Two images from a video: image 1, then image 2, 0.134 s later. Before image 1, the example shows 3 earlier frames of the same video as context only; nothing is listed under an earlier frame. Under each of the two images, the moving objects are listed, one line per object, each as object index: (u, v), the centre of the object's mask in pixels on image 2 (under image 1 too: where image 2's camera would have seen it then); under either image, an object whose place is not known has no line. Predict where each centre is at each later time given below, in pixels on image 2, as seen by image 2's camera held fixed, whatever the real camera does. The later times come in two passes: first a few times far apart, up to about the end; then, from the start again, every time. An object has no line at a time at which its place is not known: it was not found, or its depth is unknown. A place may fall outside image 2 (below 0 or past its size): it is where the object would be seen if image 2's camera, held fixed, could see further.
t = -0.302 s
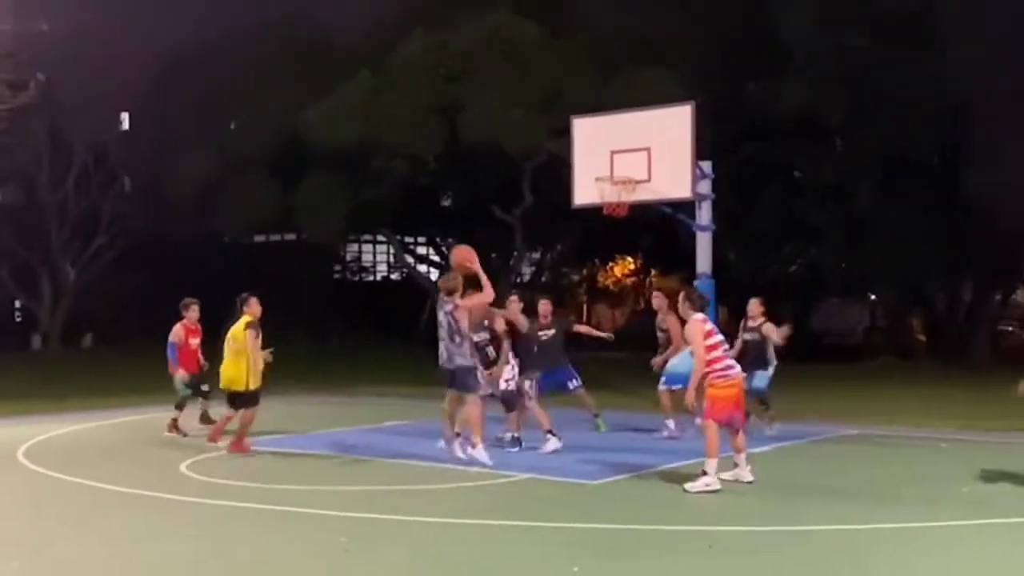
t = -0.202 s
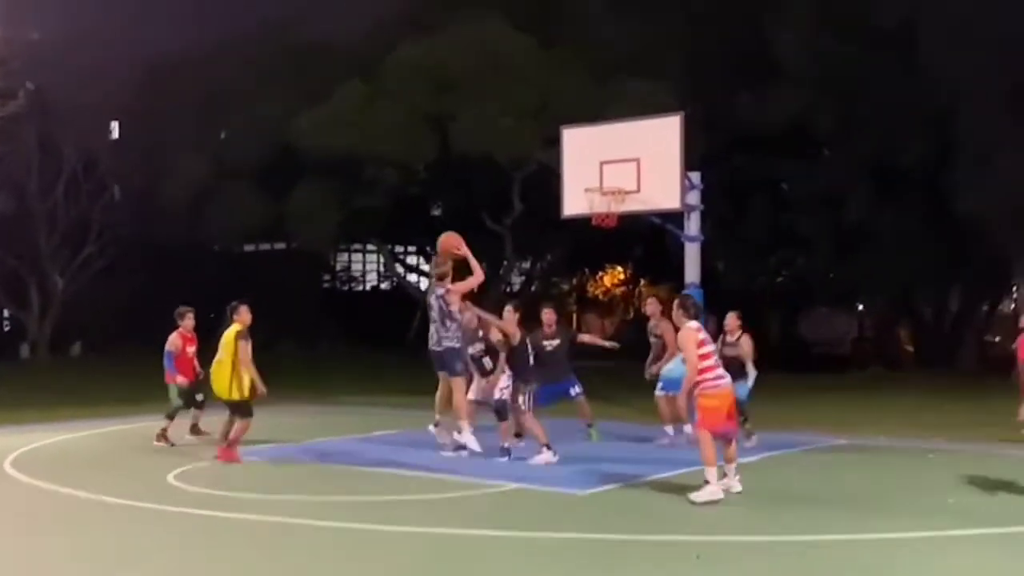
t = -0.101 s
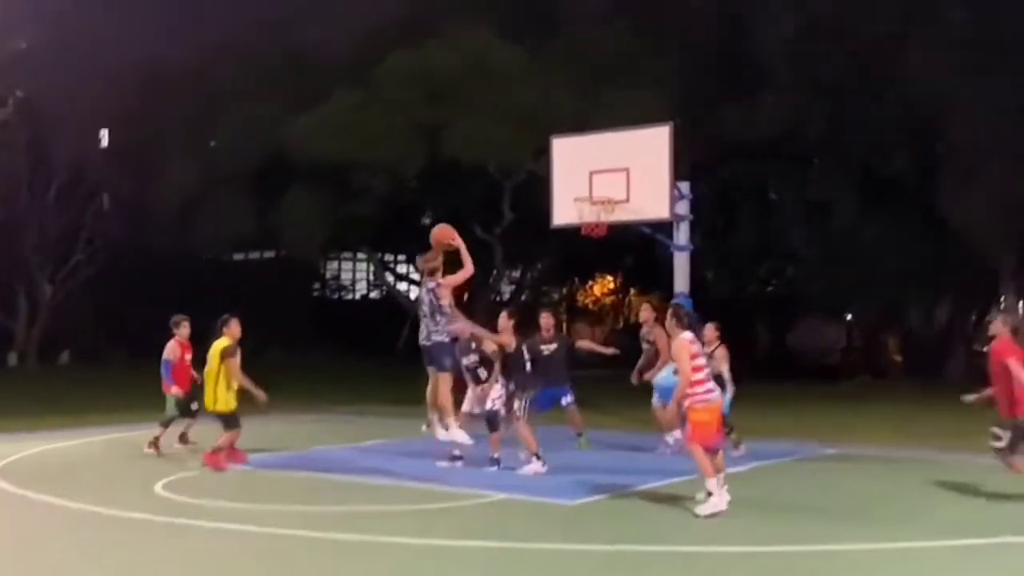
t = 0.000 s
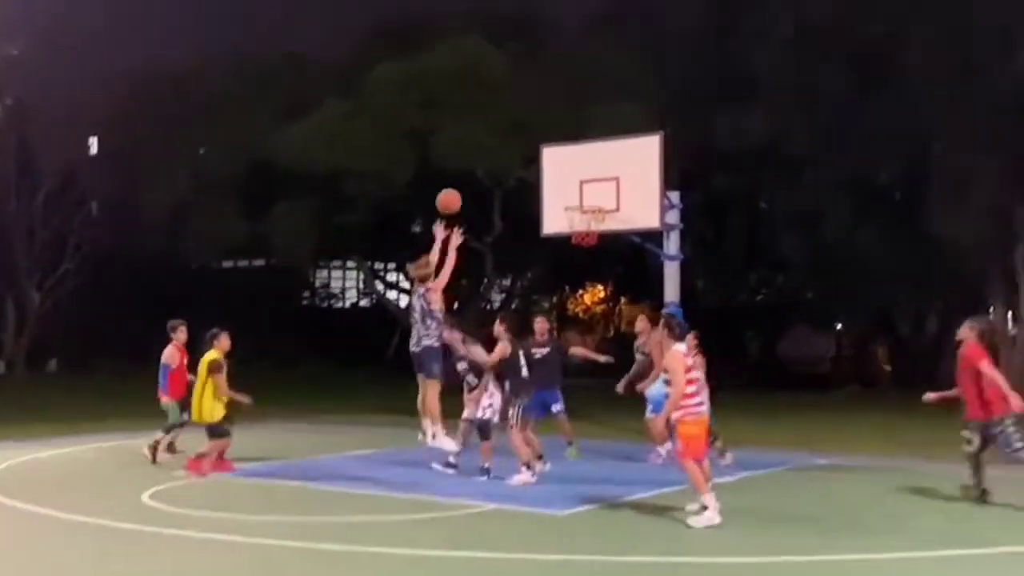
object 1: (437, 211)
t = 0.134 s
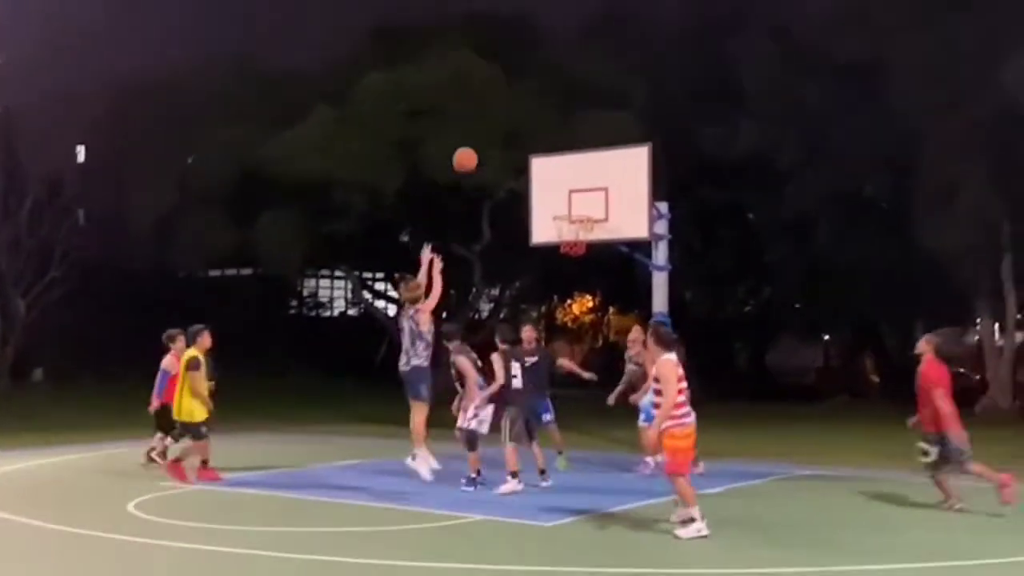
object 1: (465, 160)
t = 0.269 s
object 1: (490, 130)
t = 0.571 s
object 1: (539, 126)
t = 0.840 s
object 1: (576, 182)
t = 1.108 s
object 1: (557, 191)
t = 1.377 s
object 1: (513, 209)
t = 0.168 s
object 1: (471, 150)
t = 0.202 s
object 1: (477, 142)
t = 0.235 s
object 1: (484, 135)
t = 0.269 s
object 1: (490, 130)
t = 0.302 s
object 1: (496, 126)
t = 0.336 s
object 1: (502, 122)
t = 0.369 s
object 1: (507, 120)
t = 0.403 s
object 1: (513, 119)
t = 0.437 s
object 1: (518, 118)
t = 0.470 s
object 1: (523, 118)
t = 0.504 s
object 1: (529, 120)
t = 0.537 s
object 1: (534, 123)
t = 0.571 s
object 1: (539, 126)
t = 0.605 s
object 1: (544, 130)
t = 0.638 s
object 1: (549, 135)
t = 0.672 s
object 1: (554, 141)
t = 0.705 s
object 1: (558, 146)
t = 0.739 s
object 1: (563, 154)
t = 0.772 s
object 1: (567, 164)
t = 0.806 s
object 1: (572, 172)
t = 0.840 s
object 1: (576, 182)
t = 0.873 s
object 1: (579, 191)
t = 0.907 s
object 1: (584, 203)
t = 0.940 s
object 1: (583, 209)
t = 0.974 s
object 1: (579, 204)
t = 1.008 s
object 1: (573, 199)
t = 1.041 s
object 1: (568, 197)
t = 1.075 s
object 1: (563, 193)
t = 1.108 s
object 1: (557, 191)
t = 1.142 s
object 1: (552, 190)
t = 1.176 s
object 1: (547, 190)
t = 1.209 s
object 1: (542, 191)
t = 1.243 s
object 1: (535, 193)
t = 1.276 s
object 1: (530, 196)
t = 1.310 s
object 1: (524, 199)
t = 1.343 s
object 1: (519, 203)
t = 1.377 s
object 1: (513, 209)
